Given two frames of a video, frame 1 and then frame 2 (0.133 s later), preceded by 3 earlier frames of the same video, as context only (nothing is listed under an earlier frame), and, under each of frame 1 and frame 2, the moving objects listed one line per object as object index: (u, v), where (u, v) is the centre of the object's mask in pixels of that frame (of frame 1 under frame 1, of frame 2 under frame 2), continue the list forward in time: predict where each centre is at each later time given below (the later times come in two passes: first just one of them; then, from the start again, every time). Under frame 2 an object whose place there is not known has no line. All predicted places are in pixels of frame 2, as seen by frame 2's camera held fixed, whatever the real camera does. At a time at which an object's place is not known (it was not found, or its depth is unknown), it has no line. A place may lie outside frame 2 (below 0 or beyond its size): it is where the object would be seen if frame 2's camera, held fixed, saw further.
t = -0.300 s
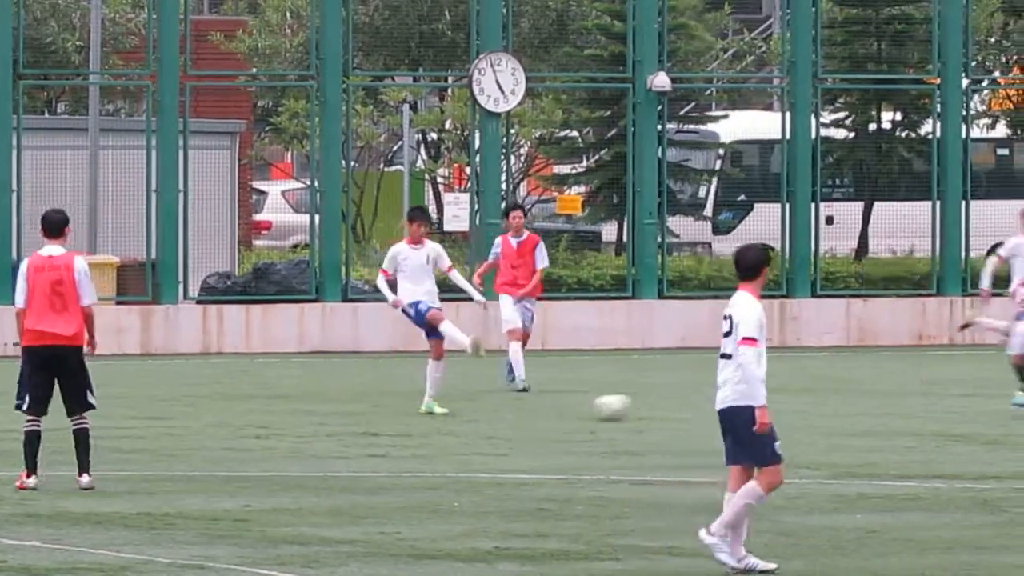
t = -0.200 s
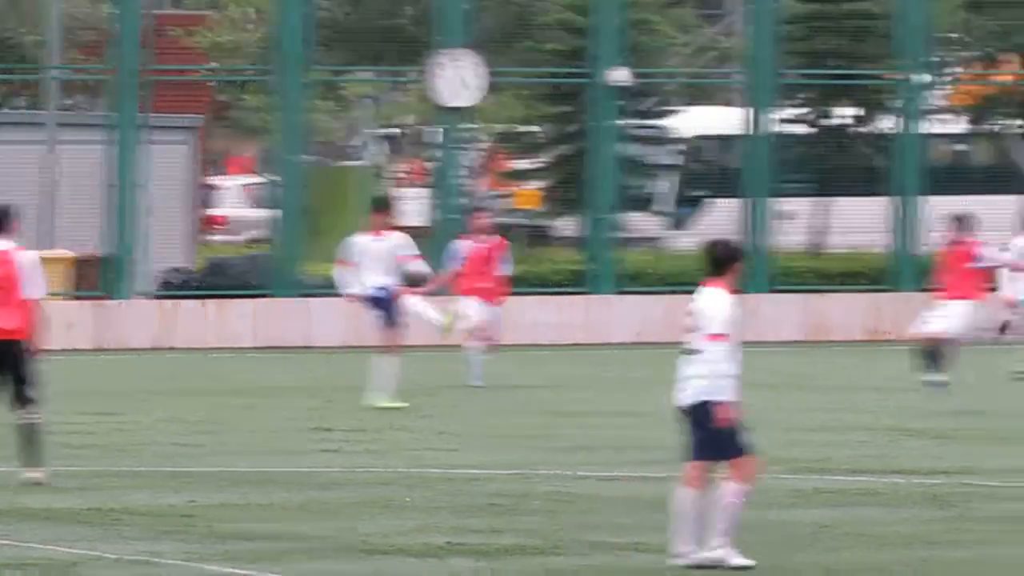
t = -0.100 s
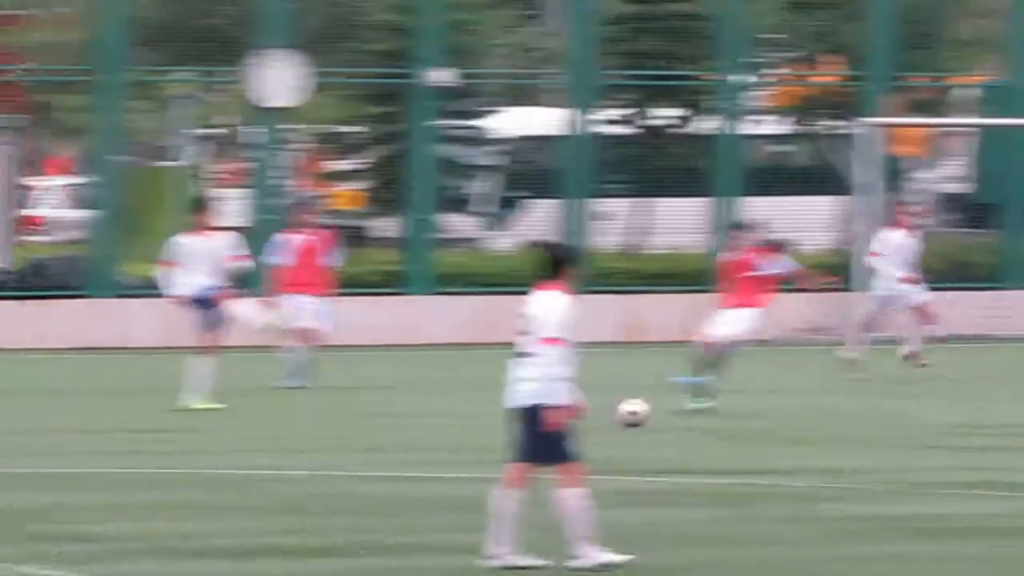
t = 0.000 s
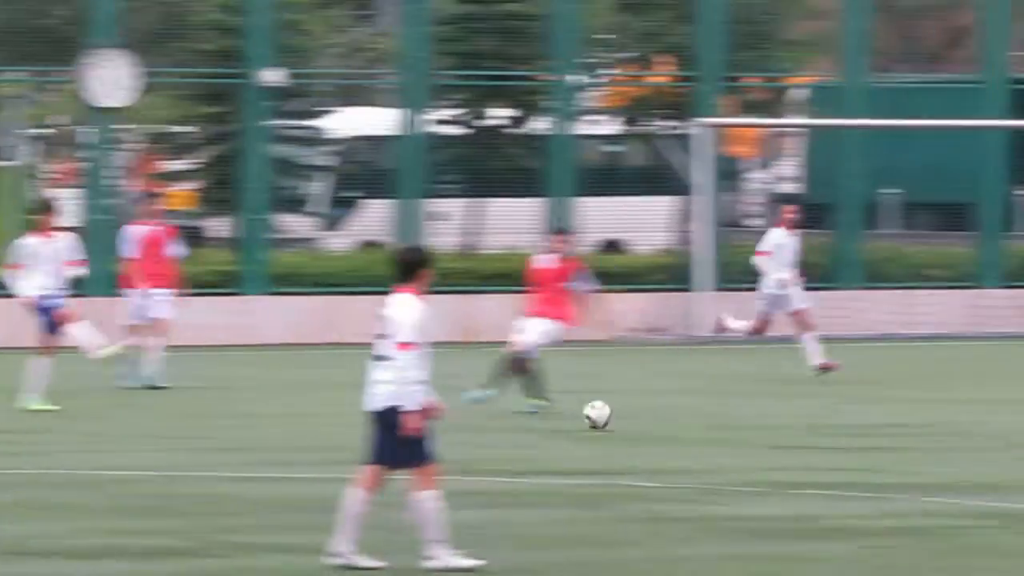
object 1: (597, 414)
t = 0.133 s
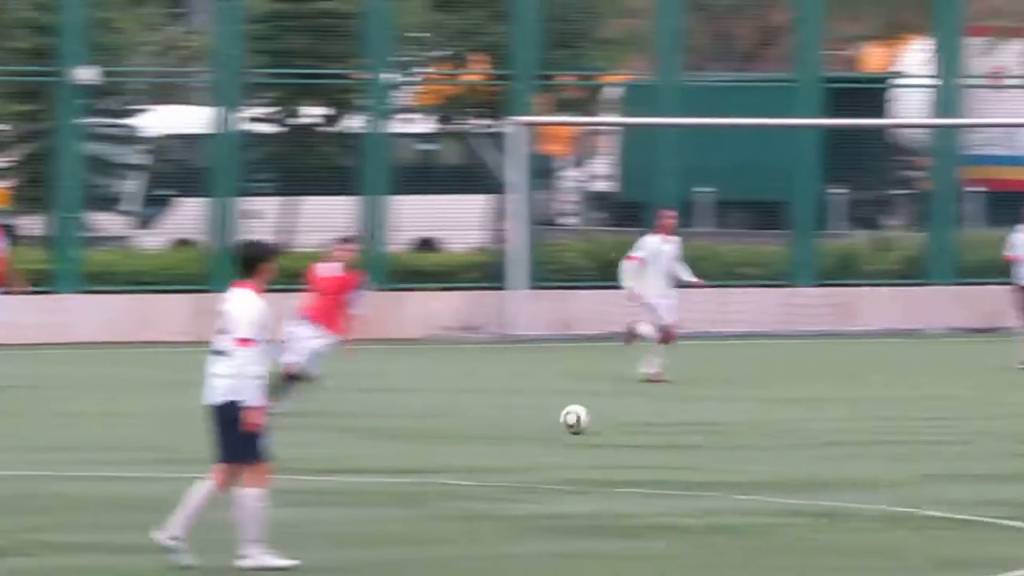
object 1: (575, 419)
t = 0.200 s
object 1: (655, 419)
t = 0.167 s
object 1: (616, 421)
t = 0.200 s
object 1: (655, 419)
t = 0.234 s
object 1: (695, 418)
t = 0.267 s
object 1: (735, 420)
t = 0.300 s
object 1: (776, 423)
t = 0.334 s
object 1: (816, 429)
